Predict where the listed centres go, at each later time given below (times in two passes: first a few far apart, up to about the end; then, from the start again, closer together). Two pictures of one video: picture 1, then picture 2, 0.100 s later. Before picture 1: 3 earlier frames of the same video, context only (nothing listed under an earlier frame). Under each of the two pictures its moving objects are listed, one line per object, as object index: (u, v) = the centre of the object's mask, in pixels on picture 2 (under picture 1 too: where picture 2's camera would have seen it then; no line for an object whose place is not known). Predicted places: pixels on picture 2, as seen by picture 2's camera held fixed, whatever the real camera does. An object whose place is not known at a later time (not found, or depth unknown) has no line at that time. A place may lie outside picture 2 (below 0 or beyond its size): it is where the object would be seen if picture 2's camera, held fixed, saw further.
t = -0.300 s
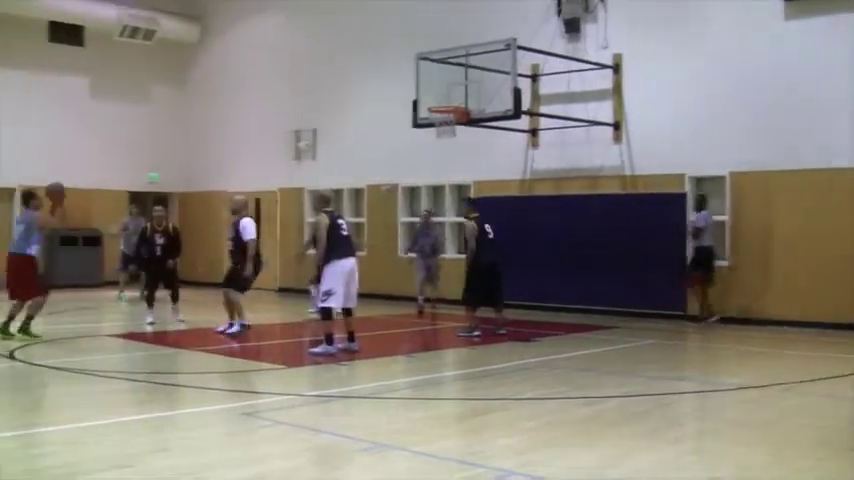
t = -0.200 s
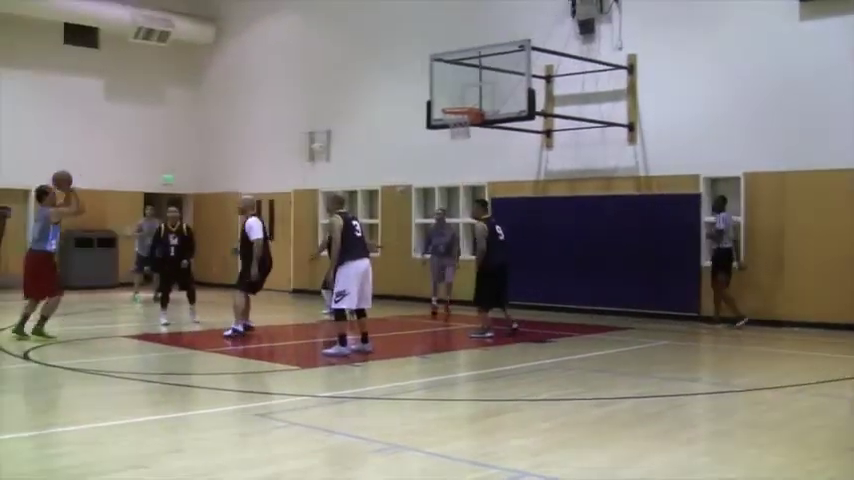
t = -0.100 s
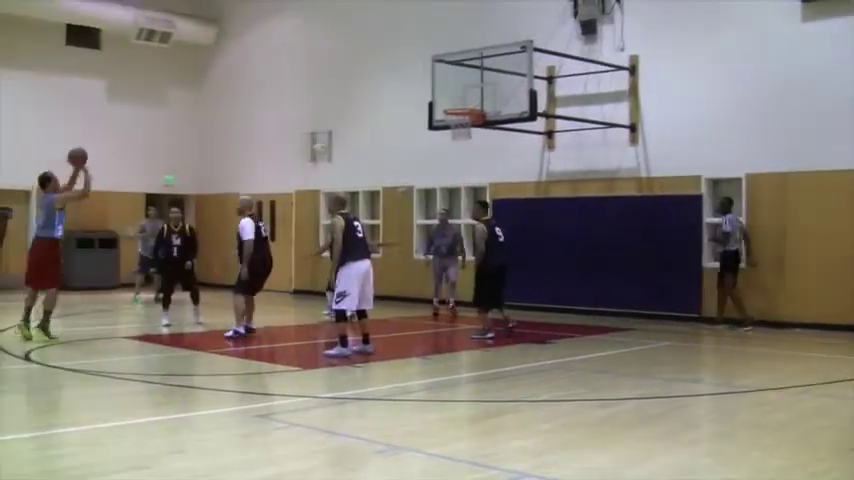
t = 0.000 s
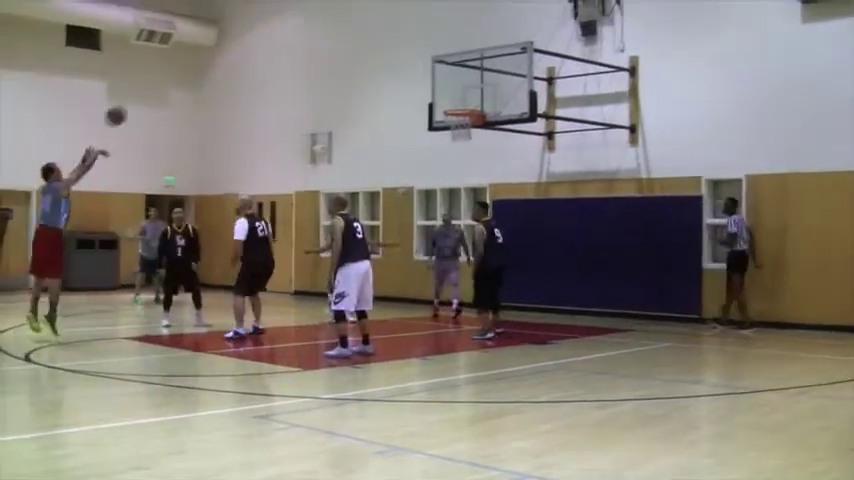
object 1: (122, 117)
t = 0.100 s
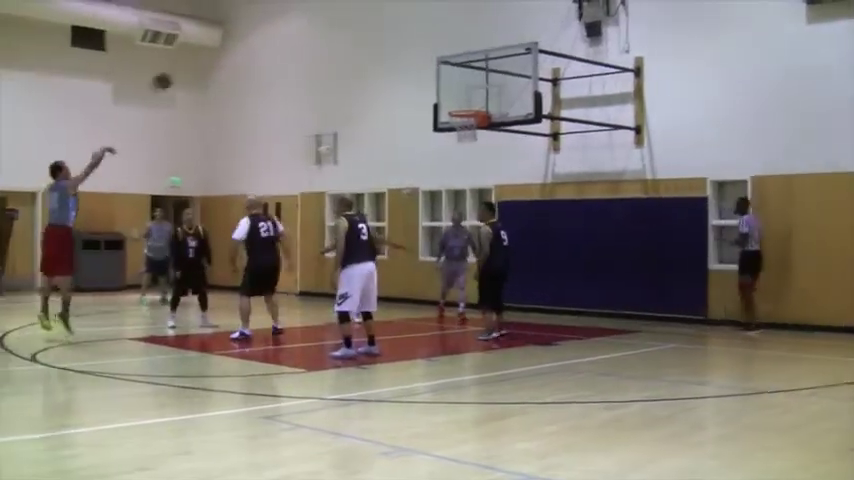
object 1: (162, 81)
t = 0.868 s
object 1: (437, 70)
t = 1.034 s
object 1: (466, 111)
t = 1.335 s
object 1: (464, 145)
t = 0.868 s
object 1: (437, 70)
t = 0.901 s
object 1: (447, 79)
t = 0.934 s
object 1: (457, 89)
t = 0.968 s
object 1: (467, 100)
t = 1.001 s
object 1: (475, 106)
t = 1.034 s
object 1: (466, 111)
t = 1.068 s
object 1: (460, 115)
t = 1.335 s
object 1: (464, 145)
